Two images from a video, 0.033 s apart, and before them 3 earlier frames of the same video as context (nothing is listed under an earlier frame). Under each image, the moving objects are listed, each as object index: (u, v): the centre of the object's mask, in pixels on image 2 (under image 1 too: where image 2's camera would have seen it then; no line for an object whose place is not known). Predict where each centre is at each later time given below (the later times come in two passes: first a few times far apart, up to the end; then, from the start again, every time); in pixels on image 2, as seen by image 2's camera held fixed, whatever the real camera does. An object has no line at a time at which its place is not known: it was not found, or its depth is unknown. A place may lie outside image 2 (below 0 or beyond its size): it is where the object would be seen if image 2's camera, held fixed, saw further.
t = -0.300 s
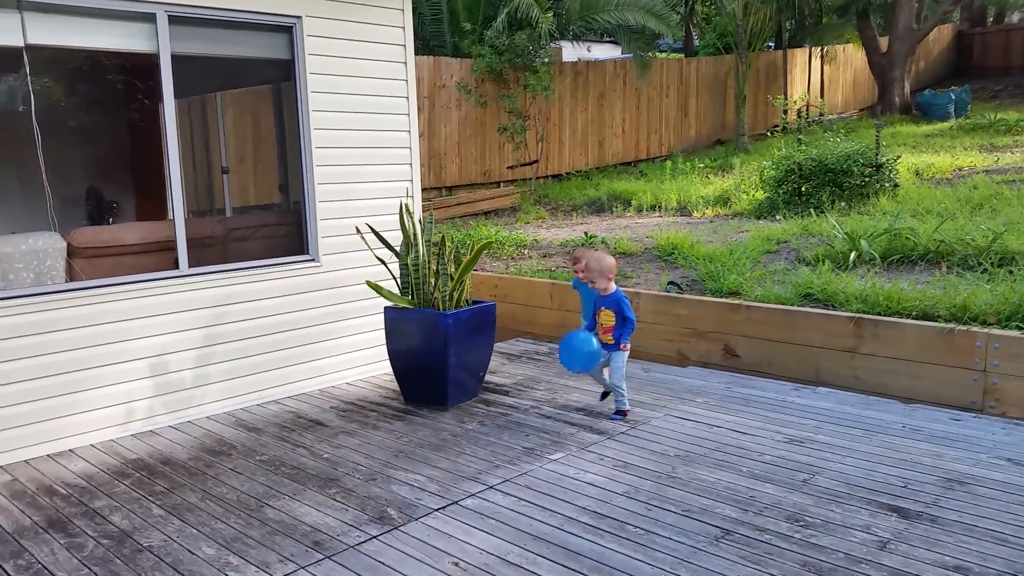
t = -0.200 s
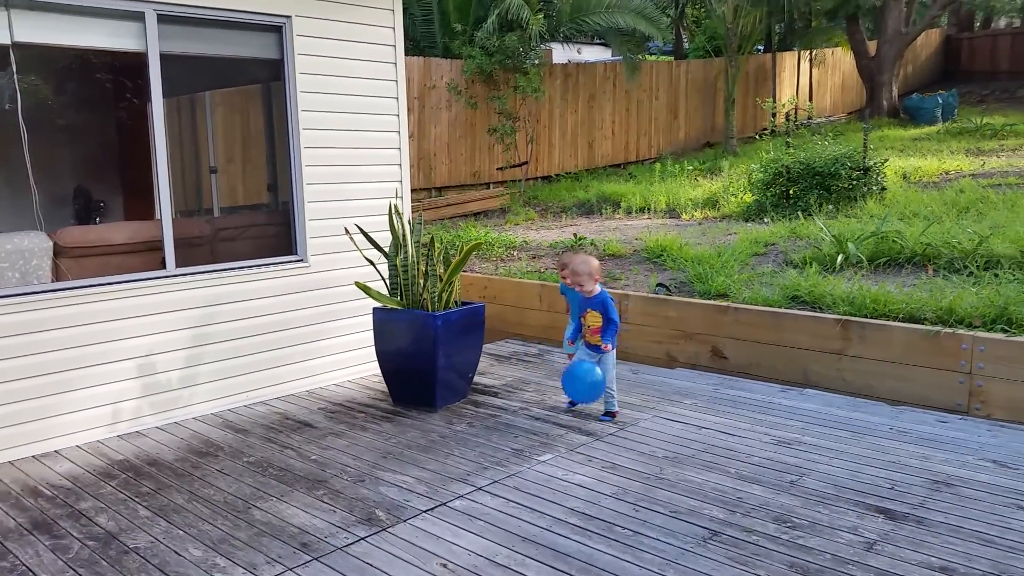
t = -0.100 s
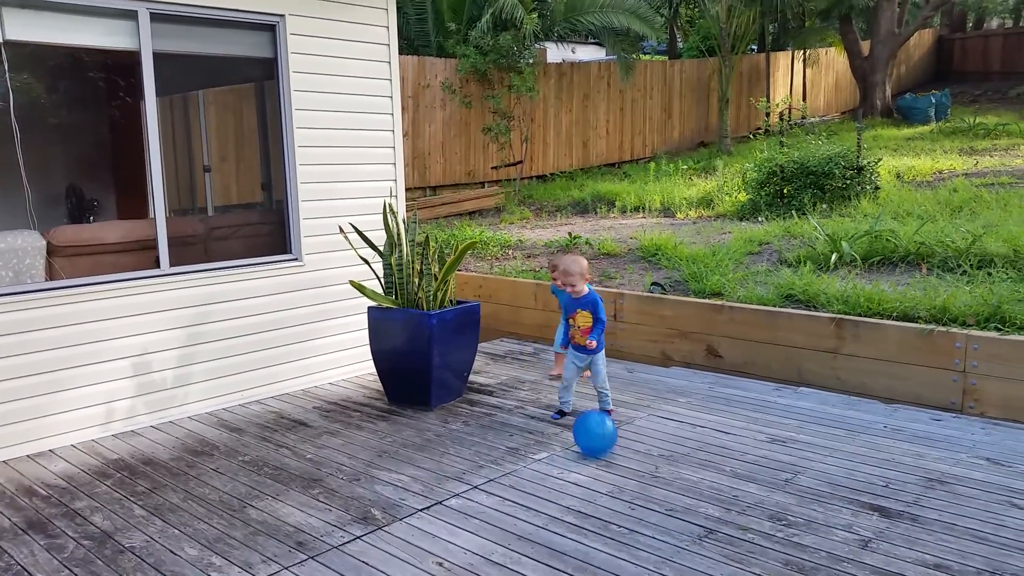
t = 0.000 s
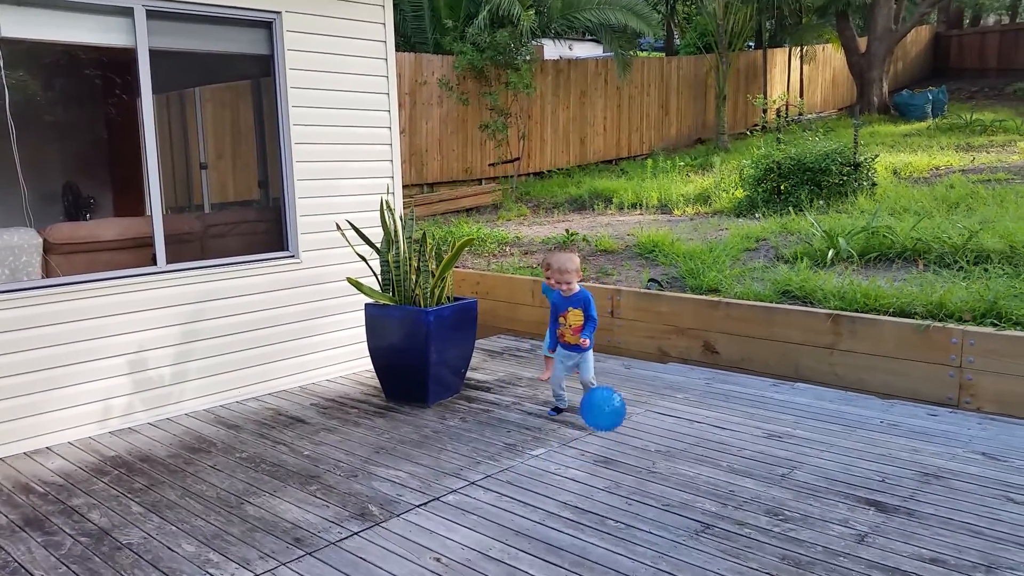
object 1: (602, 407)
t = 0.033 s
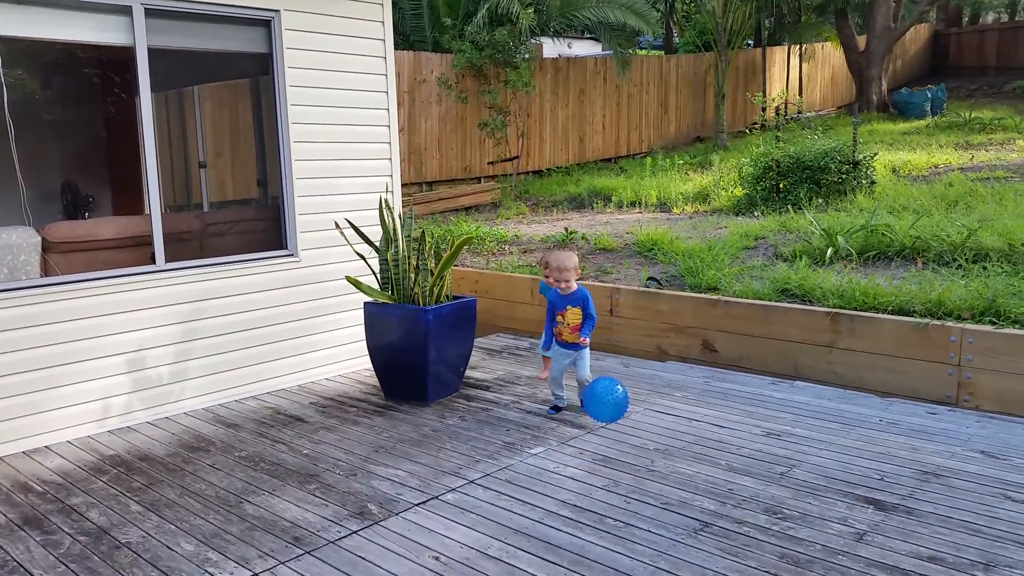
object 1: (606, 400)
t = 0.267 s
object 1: (634, 413)
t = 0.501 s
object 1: (660, 447)
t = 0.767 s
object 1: (684, 492)
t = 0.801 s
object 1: (687, 514)
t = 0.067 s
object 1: (609, 395)
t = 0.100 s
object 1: (613, 392)
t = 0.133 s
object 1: (616, 390)
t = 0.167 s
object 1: (621, 392)
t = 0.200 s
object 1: (625, 396)
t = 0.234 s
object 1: (629, 403)
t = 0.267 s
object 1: (634, 413)
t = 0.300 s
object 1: (639, 426)
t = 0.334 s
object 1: (644, 442)
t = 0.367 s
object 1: (648, 461)
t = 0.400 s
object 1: (652, 474)
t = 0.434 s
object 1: (654, 463)
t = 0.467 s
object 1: (657, 454)
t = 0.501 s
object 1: (660, 447)
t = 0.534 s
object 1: (662, 443)
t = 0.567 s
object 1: (665, 441)
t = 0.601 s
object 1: (668, 442)
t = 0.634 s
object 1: (671, 446)
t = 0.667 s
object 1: (674, 452)
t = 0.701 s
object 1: (677, 462)
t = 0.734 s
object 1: (680, 475)
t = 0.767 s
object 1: (684, 492)
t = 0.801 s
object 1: (687, 514)
